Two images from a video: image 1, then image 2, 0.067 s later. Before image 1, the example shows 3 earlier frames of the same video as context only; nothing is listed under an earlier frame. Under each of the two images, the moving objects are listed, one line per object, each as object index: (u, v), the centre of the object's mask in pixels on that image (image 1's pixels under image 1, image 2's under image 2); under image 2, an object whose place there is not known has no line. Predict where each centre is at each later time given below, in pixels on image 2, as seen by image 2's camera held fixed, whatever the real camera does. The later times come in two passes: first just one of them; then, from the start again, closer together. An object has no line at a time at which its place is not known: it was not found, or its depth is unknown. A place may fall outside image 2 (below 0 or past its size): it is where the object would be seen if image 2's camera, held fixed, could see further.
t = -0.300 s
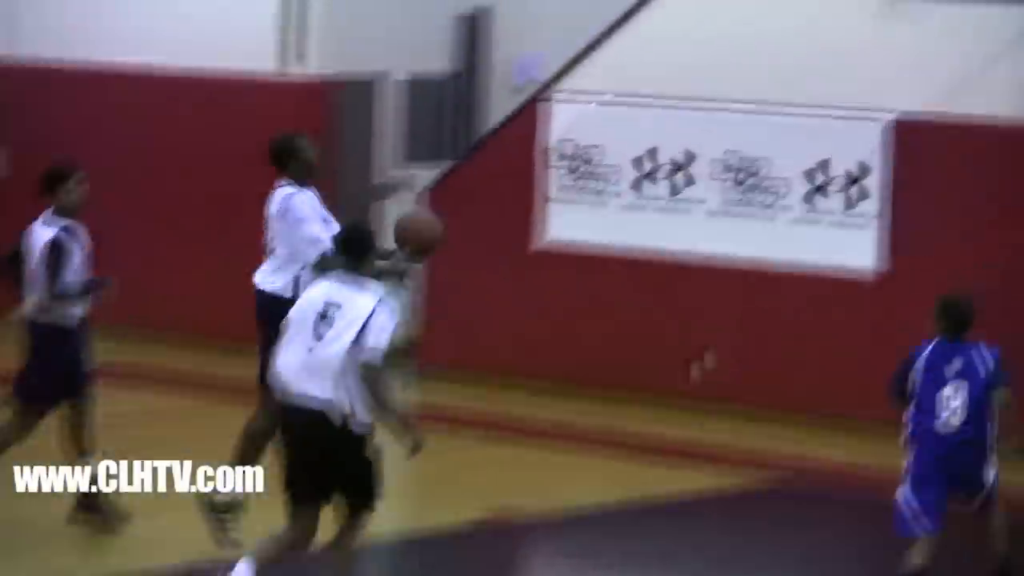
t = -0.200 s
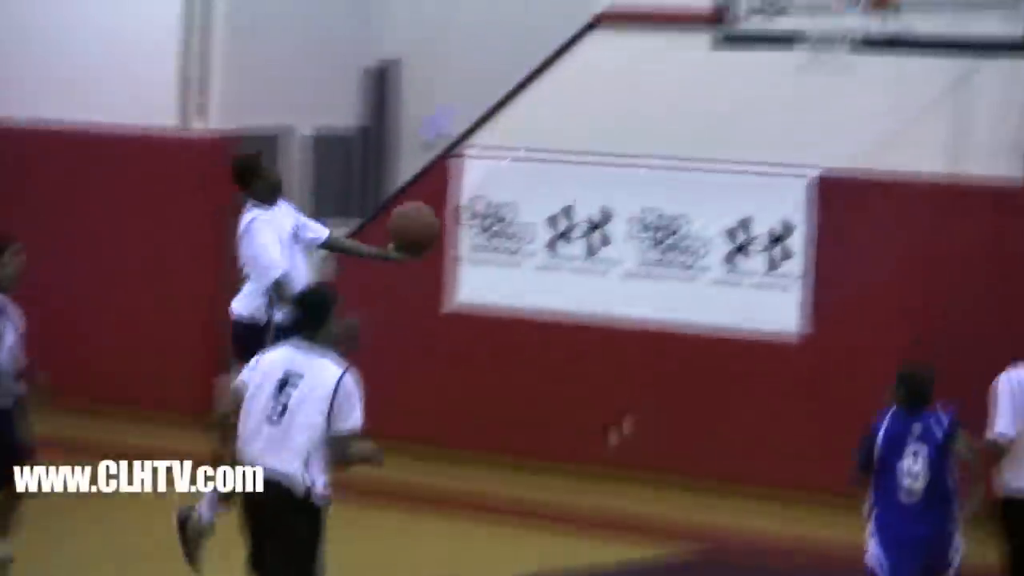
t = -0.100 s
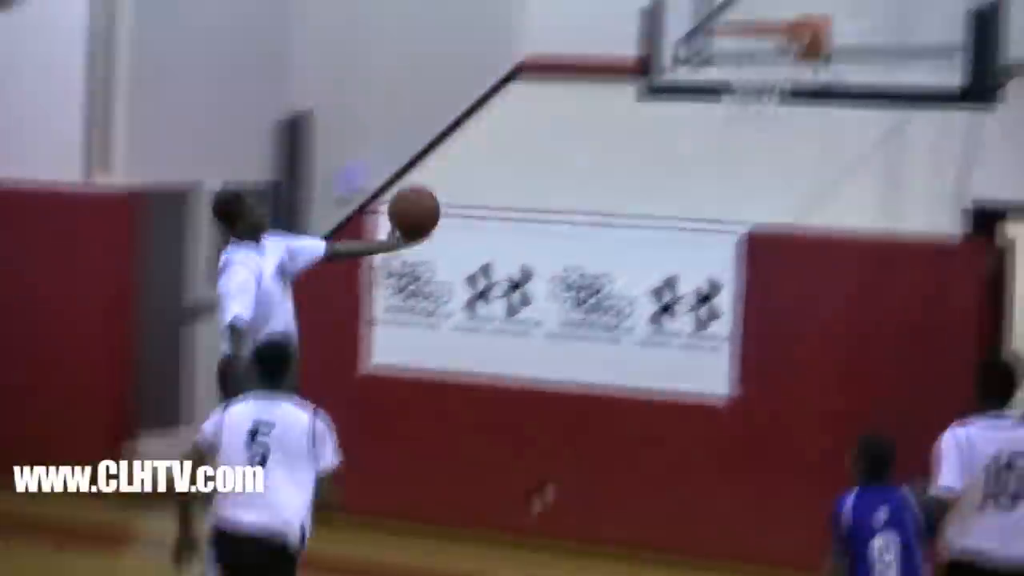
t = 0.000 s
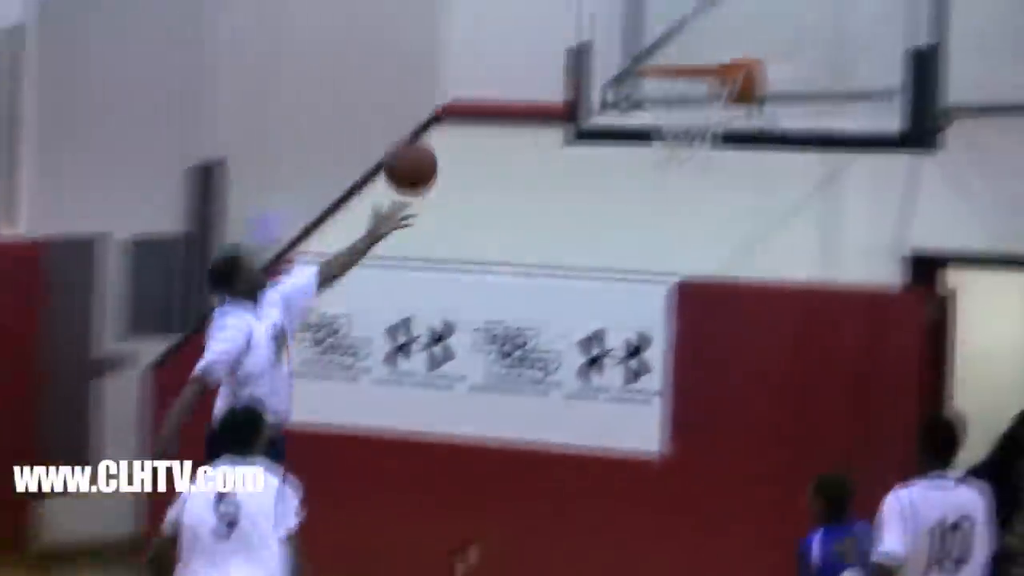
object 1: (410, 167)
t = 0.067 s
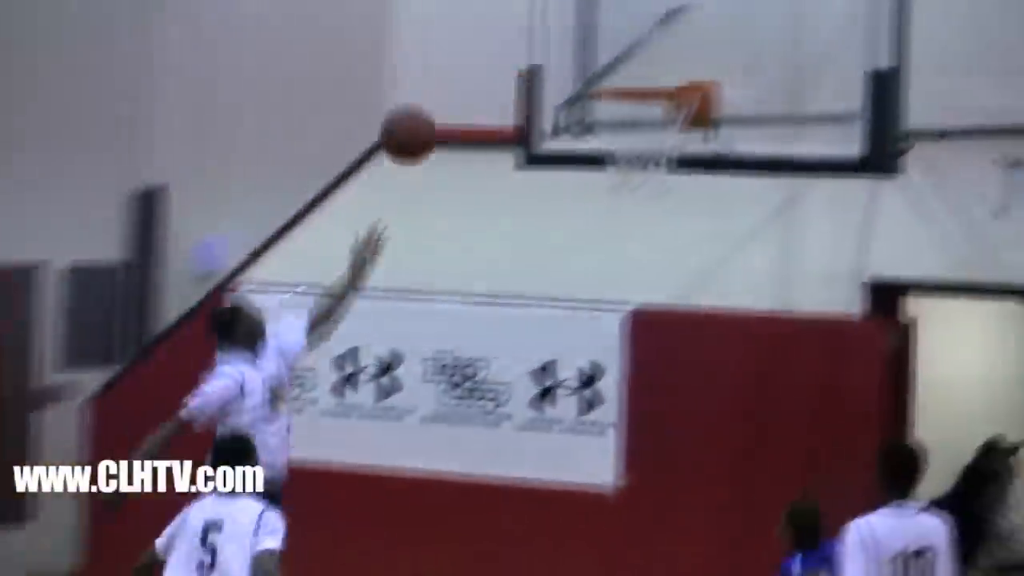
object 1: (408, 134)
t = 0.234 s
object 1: (527, 38)
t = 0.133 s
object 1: (456, 87)
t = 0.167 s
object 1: (480, 68)
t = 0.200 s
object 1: (503, 52)
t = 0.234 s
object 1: (527, 38)
